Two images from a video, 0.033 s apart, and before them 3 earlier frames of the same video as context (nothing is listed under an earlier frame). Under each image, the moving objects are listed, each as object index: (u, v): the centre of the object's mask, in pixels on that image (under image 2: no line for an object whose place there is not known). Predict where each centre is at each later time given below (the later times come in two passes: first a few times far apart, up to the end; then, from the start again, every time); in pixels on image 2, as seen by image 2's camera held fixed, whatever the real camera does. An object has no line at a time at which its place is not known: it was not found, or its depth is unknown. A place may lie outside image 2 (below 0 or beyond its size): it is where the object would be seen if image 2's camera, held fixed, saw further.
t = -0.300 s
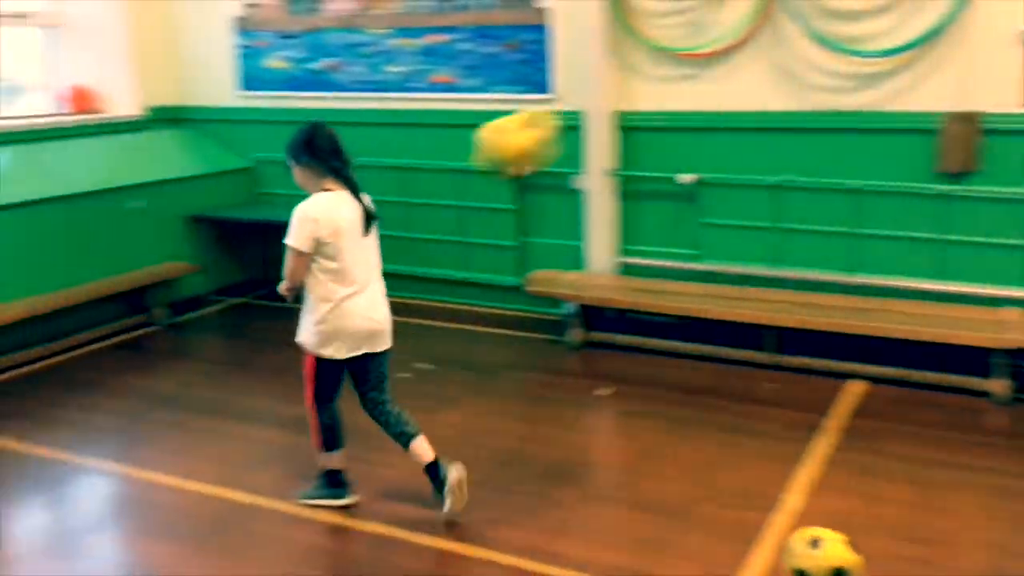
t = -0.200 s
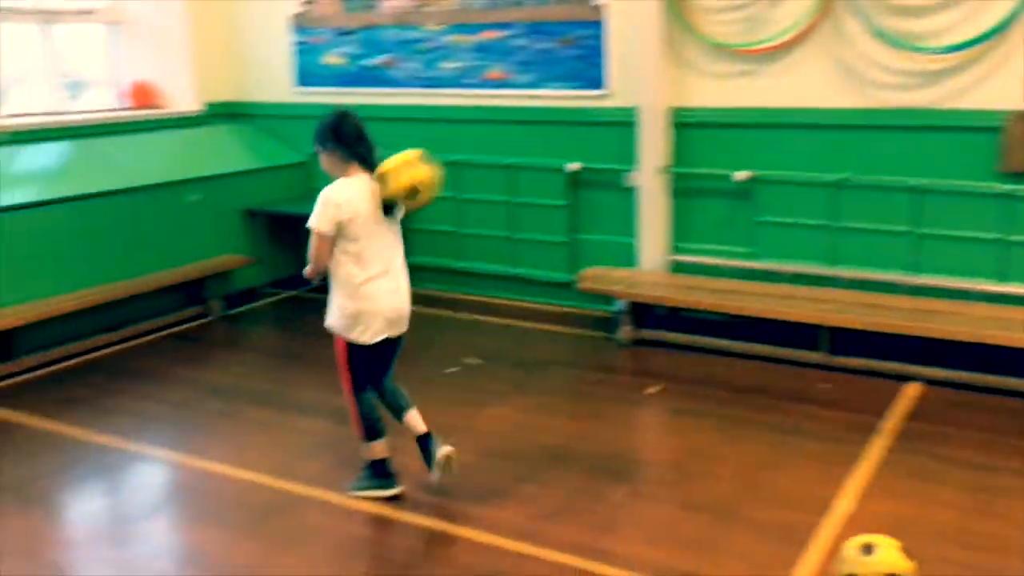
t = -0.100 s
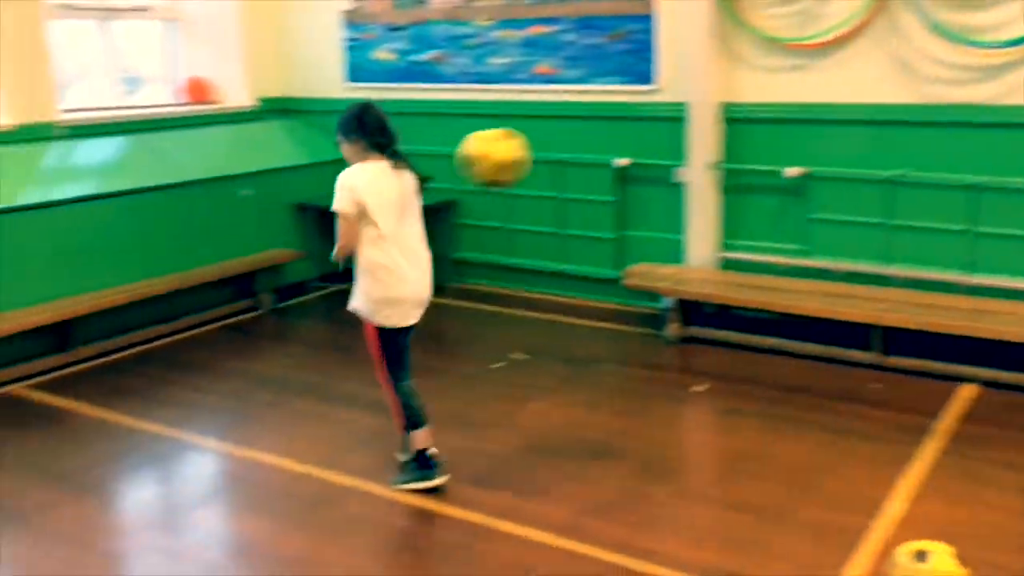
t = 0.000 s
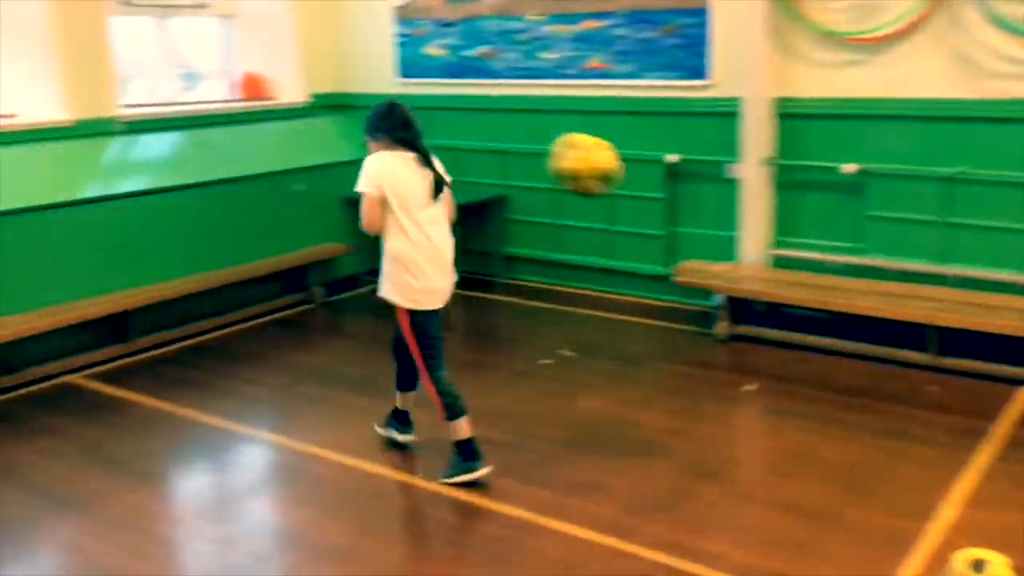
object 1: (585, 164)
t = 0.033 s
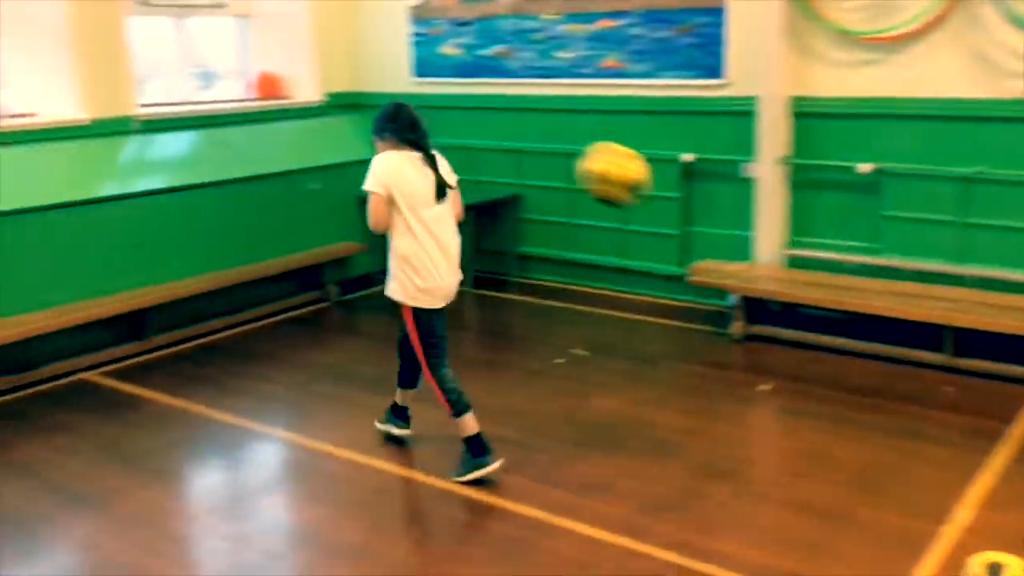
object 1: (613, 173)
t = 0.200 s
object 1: (685, 274)
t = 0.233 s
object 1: (702, 307)
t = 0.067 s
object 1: (627, 186)
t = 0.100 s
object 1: (642, 203)
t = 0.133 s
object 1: (657, 224)
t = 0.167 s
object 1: (671, 247)
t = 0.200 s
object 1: (685, 274)
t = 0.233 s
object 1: (702, 307)
